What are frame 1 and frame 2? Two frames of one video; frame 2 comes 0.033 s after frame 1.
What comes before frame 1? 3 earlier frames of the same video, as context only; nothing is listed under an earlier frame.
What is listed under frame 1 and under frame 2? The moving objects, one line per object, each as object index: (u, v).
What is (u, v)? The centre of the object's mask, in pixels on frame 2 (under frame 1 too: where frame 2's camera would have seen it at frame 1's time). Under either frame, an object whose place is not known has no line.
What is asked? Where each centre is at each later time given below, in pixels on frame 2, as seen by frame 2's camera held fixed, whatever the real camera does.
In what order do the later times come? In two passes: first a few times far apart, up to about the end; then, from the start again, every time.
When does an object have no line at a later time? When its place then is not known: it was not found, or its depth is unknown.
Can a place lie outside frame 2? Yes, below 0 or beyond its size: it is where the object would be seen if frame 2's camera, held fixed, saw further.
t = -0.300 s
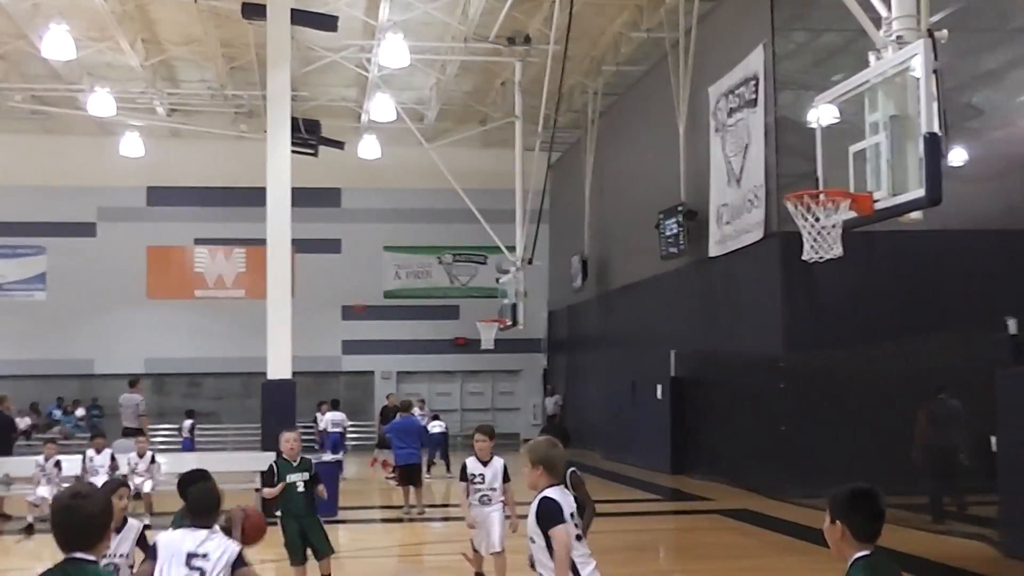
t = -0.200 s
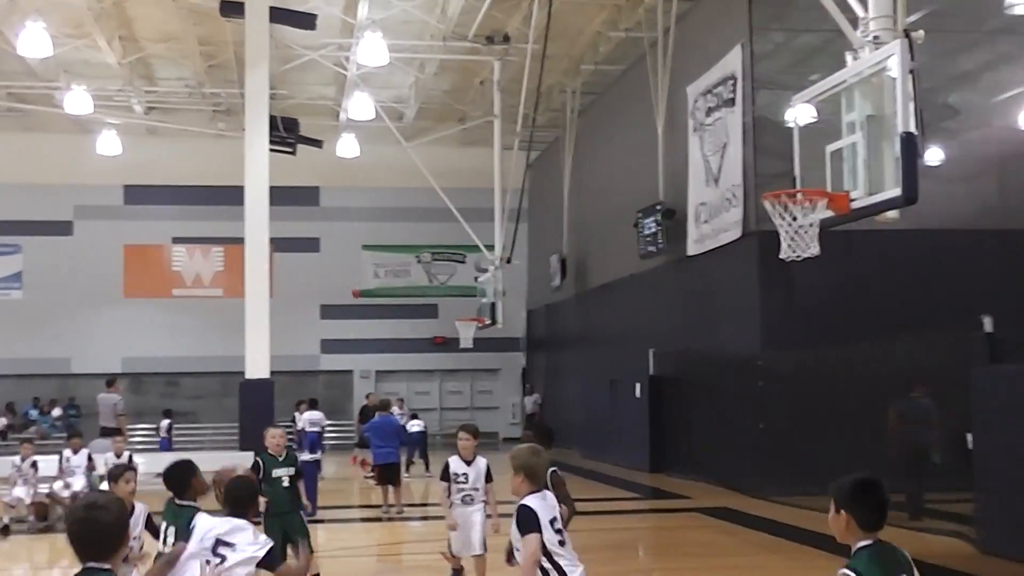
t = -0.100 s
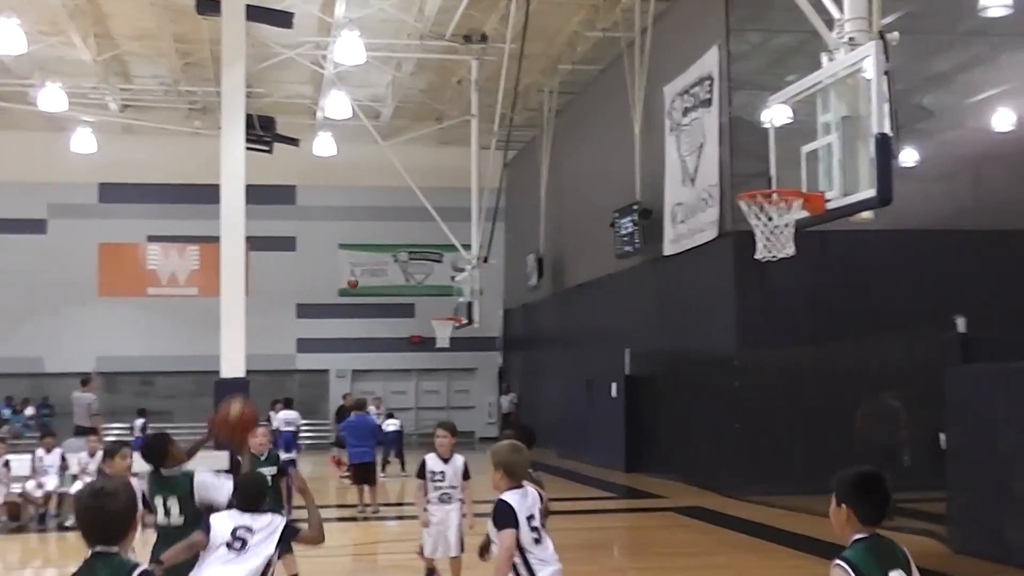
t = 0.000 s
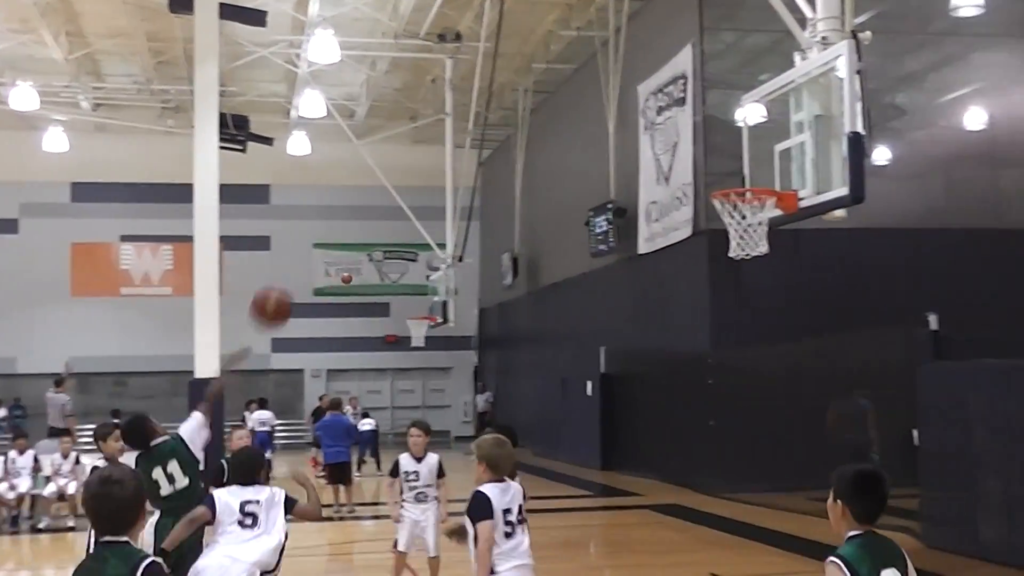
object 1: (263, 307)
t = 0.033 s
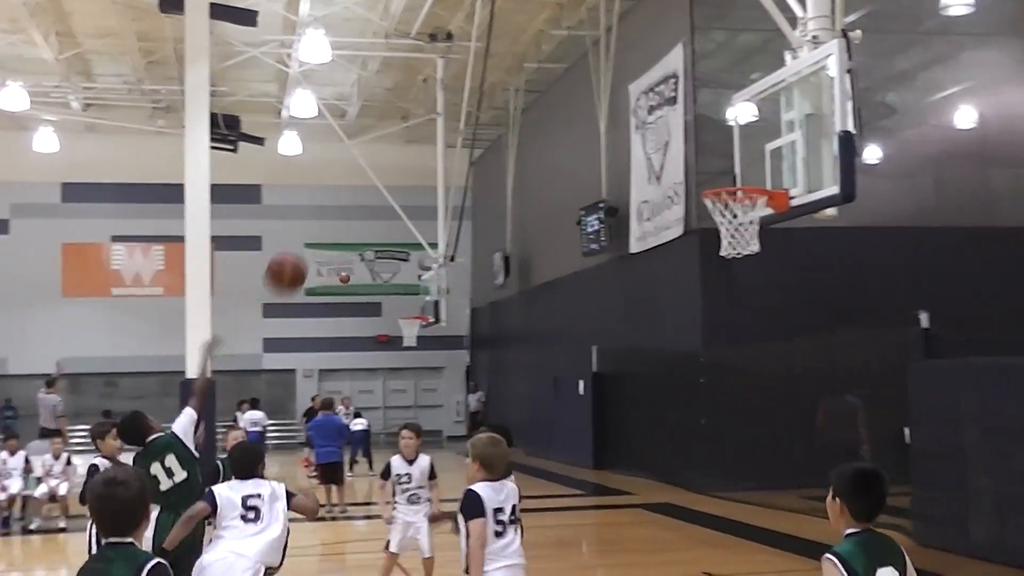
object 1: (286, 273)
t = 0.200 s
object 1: (393, 139)
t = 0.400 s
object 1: (502, 54)
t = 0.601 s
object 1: (596, 34)
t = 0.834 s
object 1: (696, 81)
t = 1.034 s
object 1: (744, 164)
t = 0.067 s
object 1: (308, 242)
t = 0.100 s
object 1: (330, 213)
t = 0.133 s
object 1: (352, 186)
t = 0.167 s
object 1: (373, 162)
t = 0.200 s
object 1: (393, 139)
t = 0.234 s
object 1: (413, 121)
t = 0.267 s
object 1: (432, 103)
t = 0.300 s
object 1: (449, 87)
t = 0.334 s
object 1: (467, 75)
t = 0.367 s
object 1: (485, 63)
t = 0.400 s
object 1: (502, 54)
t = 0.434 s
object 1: (518, 47)
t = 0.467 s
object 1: (535, 41)
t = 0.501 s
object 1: (551, 37)
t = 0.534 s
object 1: (567, 34)
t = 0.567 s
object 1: (581, 33)
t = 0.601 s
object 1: (596, 34)
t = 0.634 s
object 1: (611, 36)
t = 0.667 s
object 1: (626, 39)
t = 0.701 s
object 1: (640, 45)
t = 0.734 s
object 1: (653, 52)
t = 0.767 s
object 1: (668, 60)
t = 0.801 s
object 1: (682, 71)
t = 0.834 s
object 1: (696, 81)
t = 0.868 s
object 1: (709, 93)
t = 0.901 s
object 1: (720, 105)
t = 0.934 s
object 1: (734, 123)
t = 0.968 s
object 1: (748, 137)
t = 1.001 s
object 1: (756, 152)
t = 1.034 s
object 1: (744, 164)
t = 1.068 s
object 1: (728, 176)
